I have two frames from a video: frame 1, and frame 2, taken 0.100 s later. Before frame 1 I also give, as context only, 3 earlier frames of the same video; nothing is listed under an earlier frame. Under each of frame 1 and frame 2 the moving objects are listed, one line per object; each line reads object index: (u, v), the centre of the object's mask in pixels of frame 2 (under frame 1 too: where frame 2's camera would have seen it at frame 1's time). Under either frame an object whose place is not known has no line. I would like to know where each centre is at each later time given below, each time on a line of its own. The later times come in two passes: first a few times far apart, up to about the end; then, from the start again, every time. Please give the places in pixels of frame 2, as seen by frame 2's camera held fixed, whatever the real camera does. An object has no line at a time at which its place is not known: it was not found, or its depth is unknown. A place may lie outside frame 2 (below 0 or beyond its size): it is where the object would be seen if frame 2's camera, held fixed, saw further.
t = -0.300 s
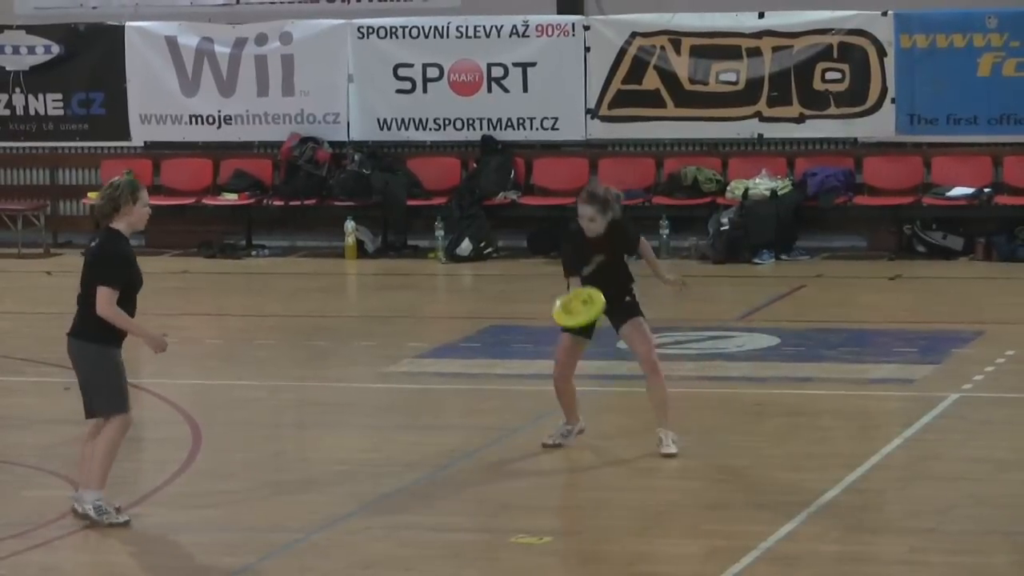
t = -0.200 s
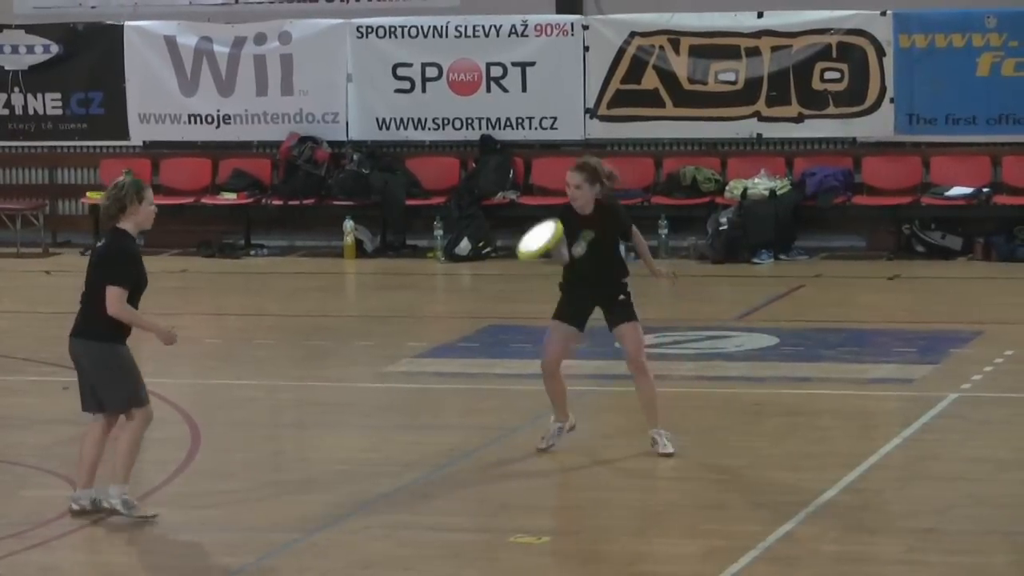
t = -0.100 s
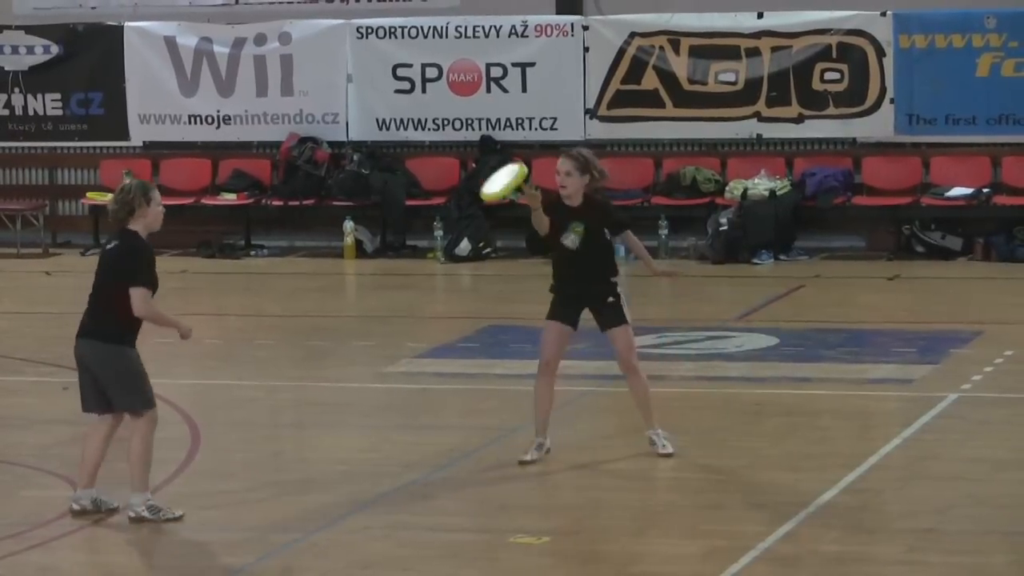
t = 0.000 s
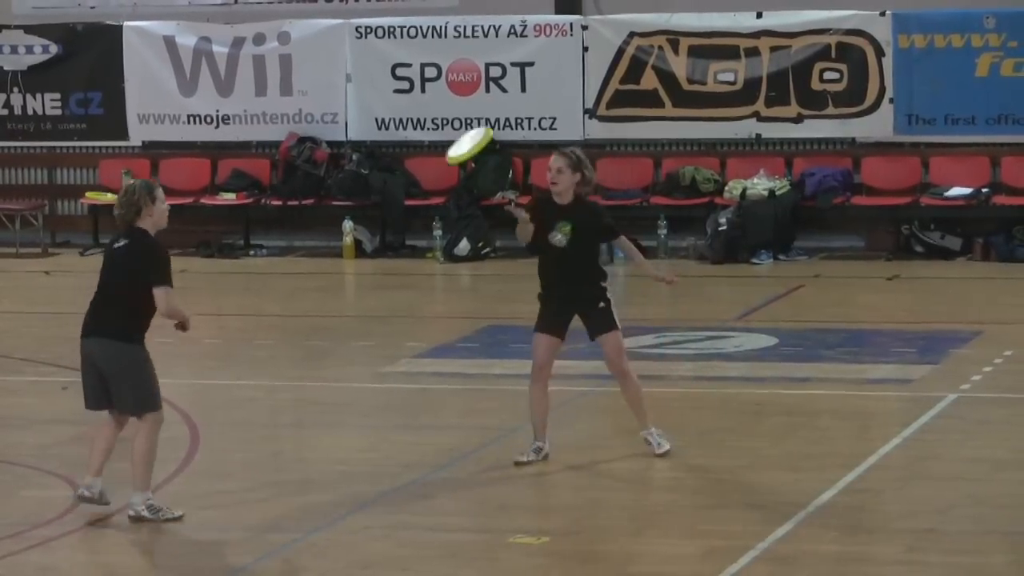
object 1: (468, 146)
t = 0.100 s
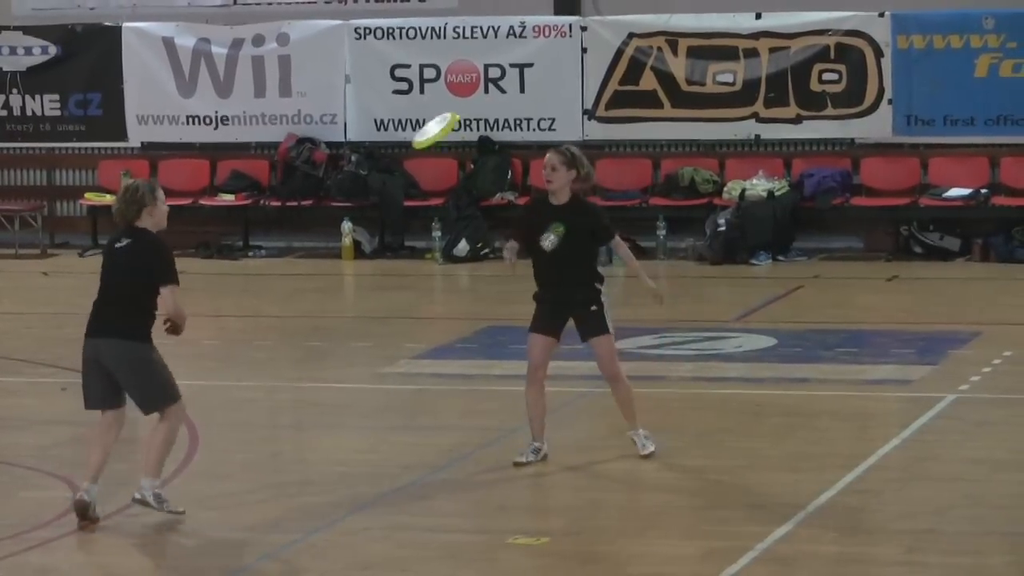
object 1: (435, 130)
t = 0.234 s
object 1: (393, 139)
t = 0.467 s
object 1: (319, 237)
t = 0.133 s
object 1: (425, 129)
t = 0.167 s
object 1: (414, 130)
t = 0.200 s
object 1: (404, 133)
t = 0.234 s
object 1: (393, 139)
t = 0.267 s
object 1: (382, 148)
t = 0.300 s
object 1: (372, 157)
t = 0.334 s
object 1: (362, 169)
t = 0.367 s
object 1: (351, 183)
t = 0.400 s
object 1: (340, 199)
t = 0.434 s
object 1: (329, 217)
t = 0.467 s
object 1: (319, 237)
